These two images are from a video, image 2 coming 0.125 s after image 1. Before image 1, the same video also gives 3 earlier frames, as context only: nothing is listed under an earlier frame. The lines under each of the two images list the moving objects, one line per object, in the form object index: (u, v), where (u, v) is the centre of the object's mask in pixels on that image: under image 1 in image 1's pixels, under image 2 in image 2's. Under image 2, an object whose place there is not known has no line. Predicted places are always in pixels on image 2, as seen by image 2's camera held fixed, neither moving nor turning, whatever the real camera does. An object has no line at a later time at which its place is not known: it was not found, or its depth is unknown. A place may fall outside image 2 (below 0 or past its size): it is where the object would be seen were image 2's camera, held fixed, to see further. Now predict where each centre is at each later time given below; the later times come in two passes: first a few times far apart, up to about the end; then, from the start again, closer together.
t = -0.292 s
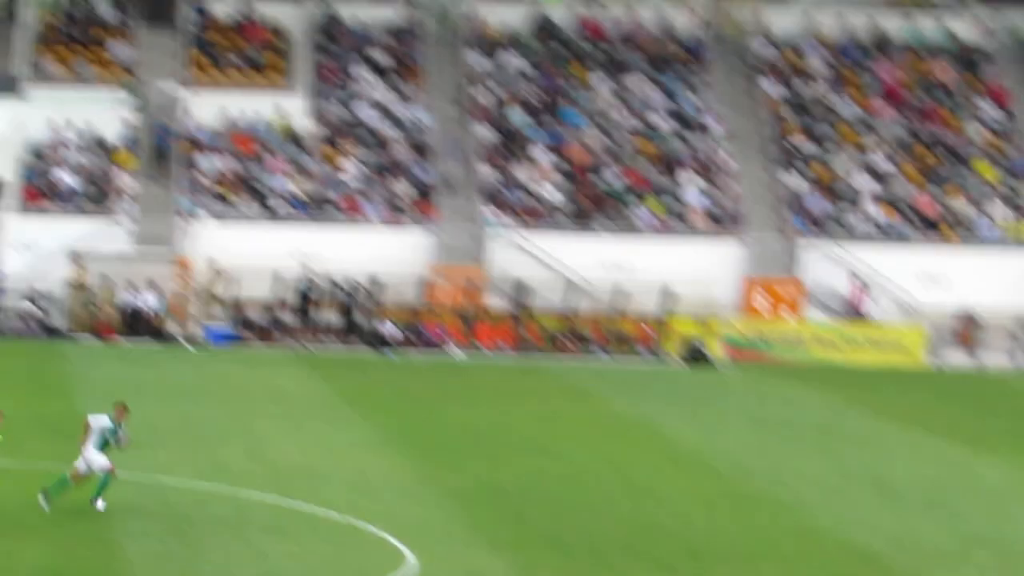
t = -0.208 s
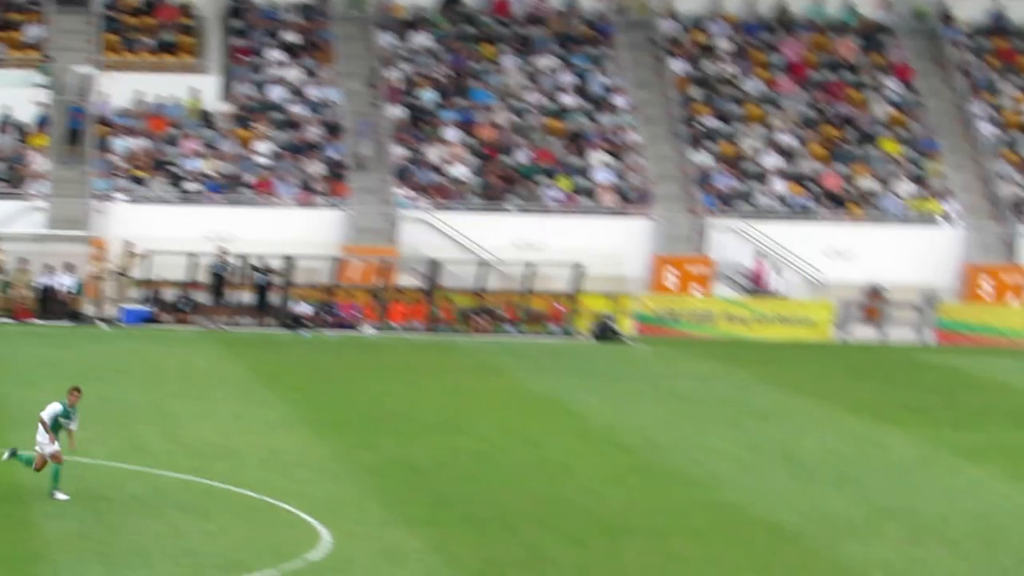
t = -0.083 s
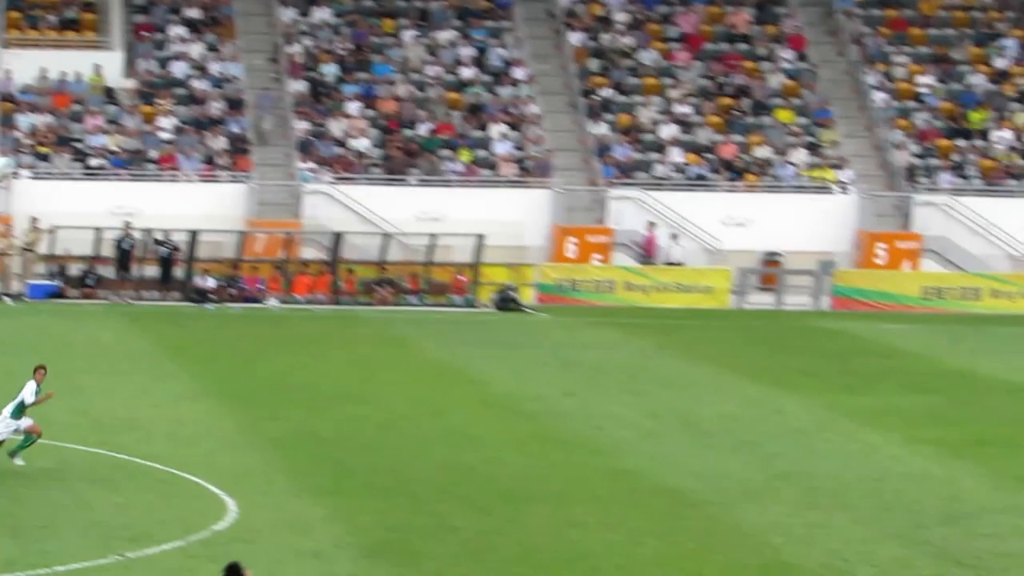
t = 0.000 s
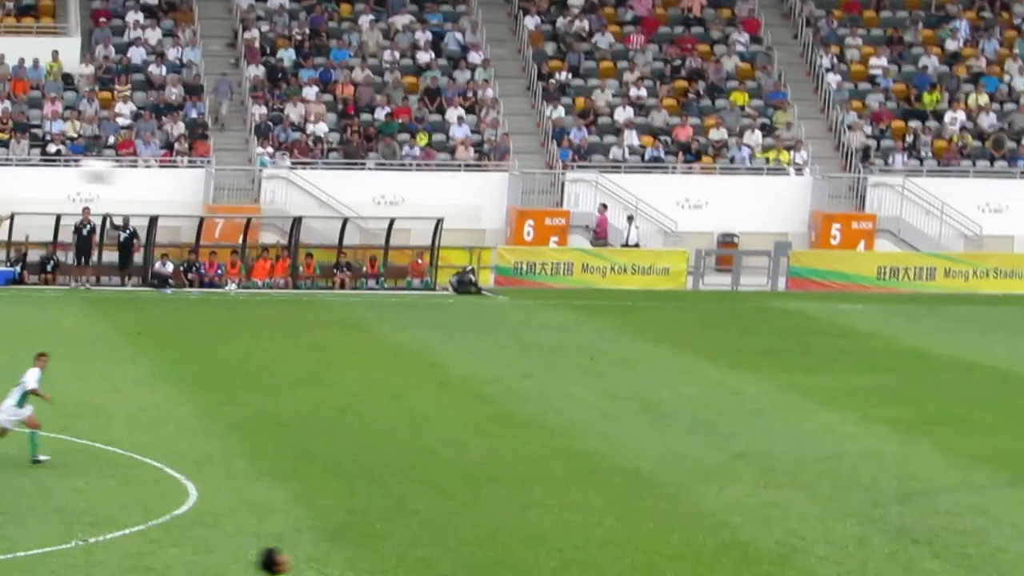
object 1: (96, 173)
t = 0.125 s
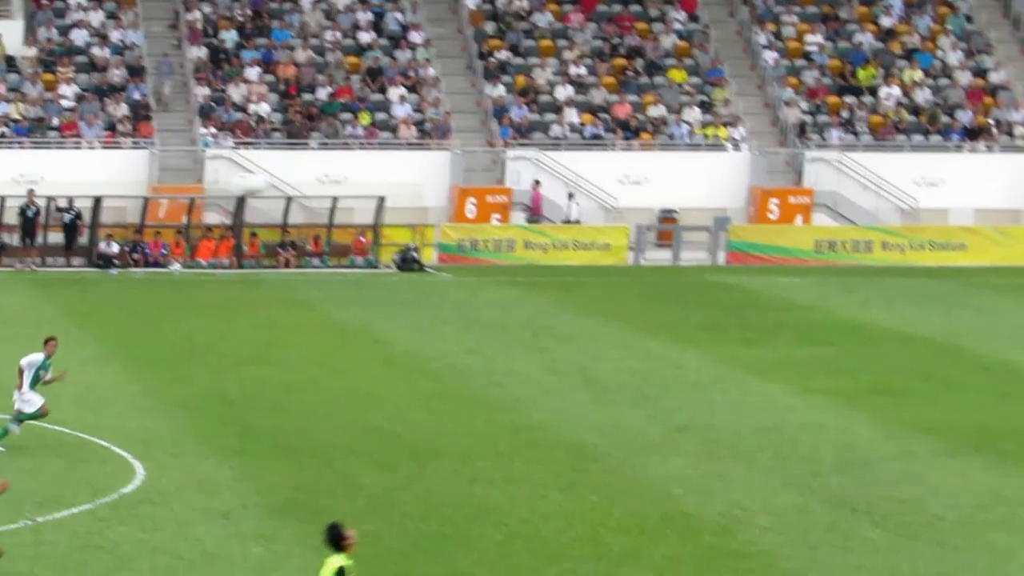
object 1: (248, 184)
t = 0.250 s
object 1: (452, 226)
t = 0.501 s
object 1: (834, 350)
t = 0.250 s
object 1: (452, 226)
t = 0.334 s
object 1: (583, 263)
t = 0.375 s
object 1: (646, 284)
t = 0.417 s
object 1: (708, 304)
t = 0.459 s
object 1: (771, 327)
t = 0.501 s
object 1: (834, 350)
